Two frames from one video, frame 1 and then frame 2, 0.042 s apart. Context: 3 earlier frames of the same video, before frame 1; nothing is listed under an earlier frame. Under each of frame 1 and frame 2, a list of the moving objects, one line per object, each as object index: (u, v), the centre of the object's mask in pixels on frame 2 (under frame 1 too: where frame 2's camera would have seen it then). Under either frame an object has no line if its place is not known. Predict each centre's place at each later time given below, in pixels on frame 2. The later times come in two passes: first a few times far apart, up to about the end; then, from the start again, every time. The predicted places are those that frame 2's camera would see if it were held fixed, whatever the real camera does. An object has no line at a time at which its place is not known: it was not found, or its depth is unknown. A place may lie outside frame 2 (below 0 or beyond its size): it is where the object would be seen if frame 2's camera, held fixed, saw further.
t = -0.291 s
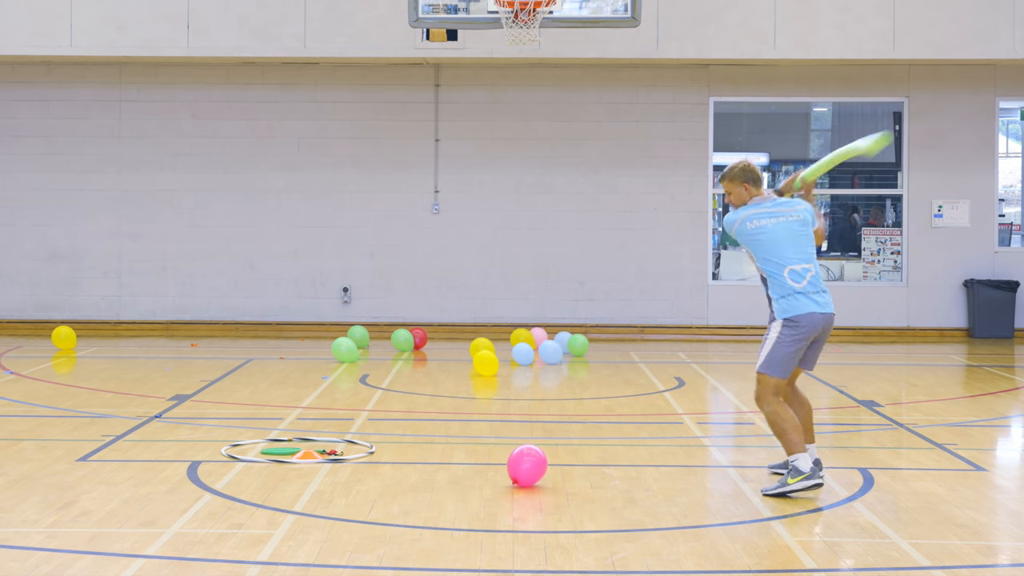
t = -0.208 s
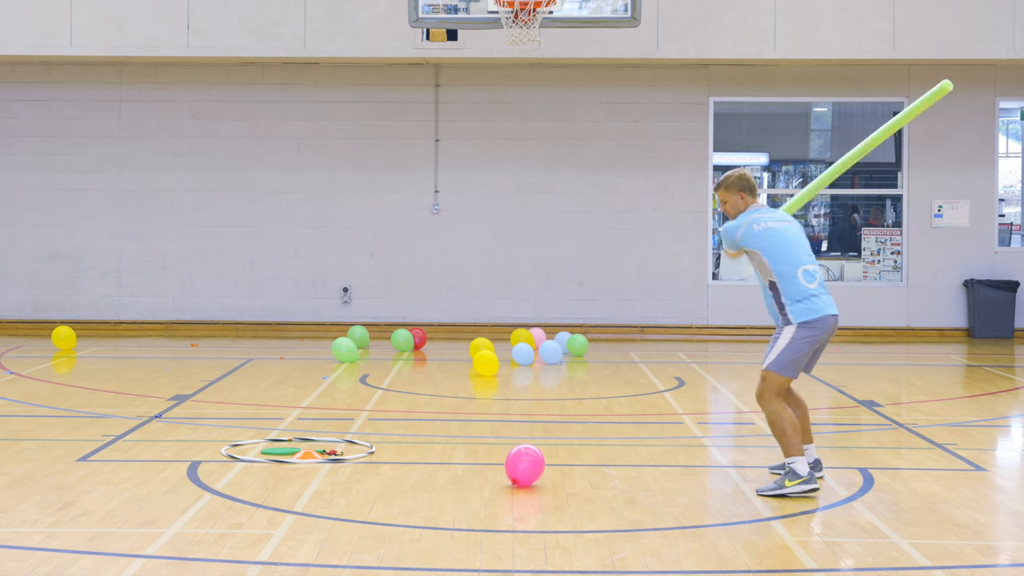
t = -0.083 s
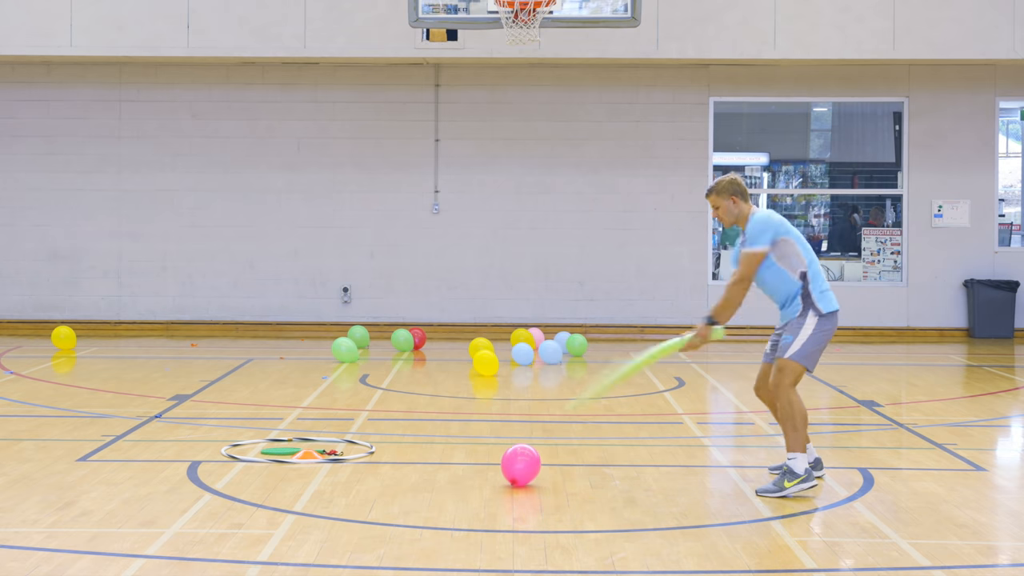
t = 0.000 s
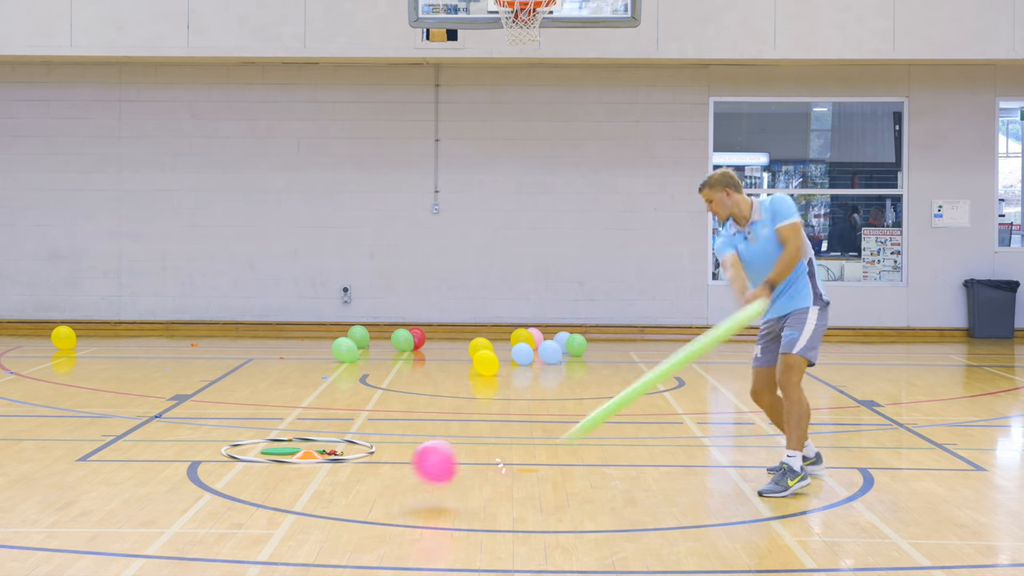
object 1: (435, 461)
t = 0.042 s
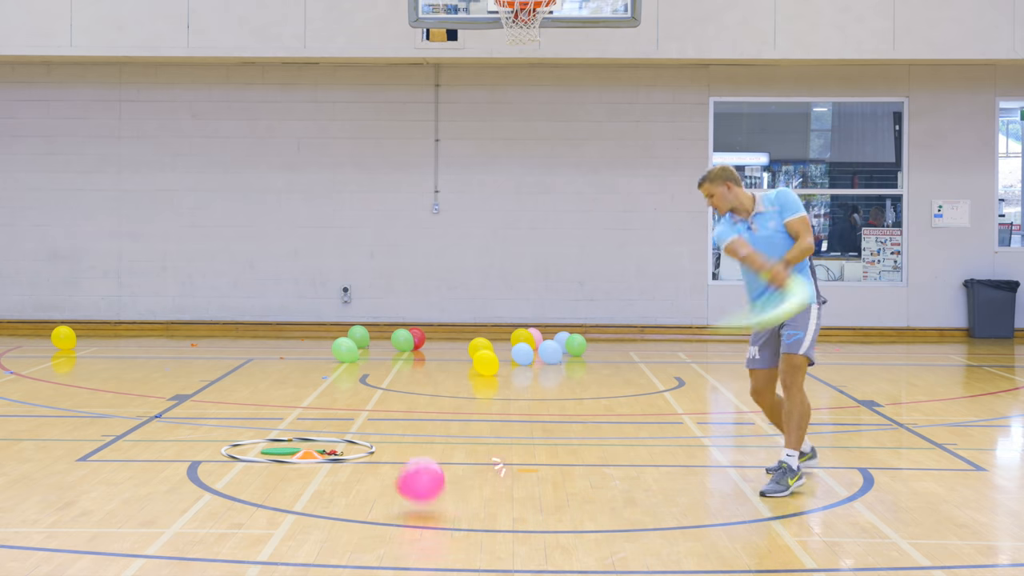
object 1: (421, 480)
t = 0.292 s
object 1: (343, 468)
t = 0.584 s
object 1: (257, 496)
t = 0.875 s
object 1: (238, 522)
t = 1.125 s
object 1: (215, 513)
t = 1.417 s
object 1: (226, 499)
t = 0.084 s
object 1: (422, 464)
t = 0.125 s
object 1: (423, 460)
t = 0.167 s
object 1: (416, 459)
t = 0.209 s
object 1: (398, 462)
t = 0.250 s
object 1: (374, 464)
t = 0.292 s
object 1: (343, 468)
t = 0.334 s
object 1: (315, 473)
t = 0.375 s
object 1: (293, 477)
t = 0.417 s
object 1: (277, 479)
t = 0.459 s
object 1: (268, 480)
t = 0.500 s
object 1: (264, 484)
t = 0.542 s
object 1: (260, 489)
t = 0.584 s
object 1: (257, 496)
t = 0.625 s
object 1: (255, 502)
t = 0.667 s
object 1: (250, 507)
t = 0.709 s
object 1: (246, 510)
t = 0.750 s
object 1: (244, 514)
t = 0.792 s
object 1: (242, 517)
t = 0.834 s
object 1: (240, 520)
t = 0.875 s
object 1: (238, 522)
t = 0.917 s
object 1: (234, 526)
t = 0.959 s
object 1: (230, 527)
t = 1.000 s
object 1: (225, 527)
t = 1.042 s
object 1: (220, 524)
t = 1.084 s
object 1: (218, 519)
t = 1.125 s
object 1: (215, 513)
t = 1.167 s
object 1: (214, 507)
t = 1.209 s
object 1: (215, 501)
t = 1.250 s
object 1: (218, 498)
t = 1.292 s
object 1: (222, 496)
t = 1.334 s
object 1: (224, 496)
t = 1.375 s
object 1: (225, 496)
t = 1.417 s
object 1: (226, 499)
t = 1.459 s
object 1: (226, 503)
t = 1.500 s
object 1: (224, 508)
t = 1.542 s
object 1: (220, 512)
